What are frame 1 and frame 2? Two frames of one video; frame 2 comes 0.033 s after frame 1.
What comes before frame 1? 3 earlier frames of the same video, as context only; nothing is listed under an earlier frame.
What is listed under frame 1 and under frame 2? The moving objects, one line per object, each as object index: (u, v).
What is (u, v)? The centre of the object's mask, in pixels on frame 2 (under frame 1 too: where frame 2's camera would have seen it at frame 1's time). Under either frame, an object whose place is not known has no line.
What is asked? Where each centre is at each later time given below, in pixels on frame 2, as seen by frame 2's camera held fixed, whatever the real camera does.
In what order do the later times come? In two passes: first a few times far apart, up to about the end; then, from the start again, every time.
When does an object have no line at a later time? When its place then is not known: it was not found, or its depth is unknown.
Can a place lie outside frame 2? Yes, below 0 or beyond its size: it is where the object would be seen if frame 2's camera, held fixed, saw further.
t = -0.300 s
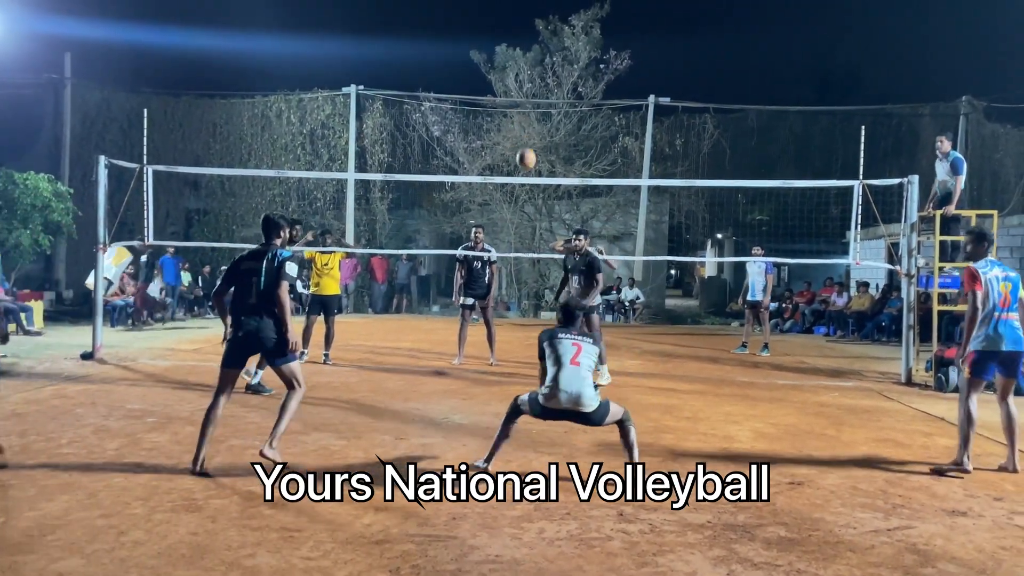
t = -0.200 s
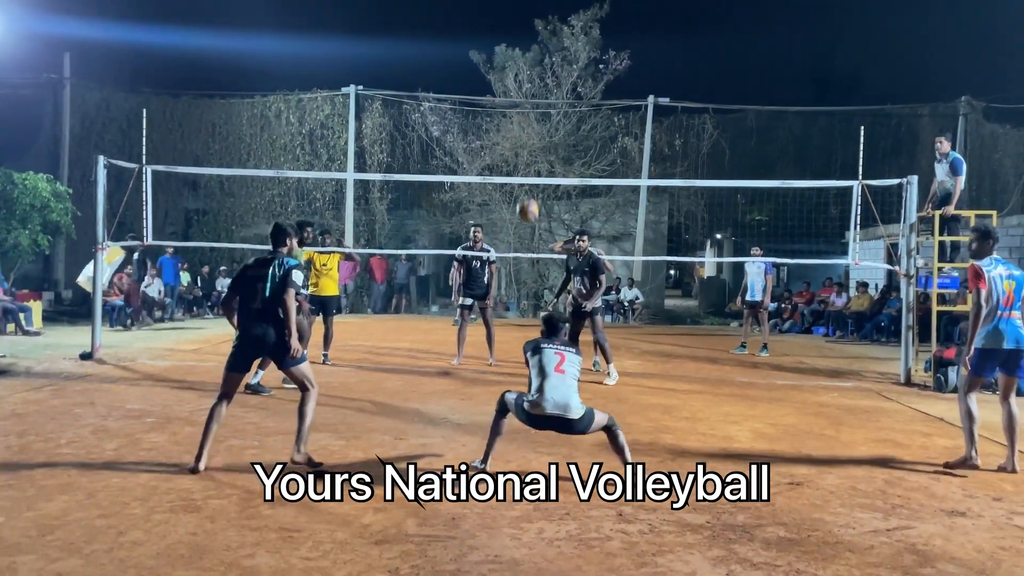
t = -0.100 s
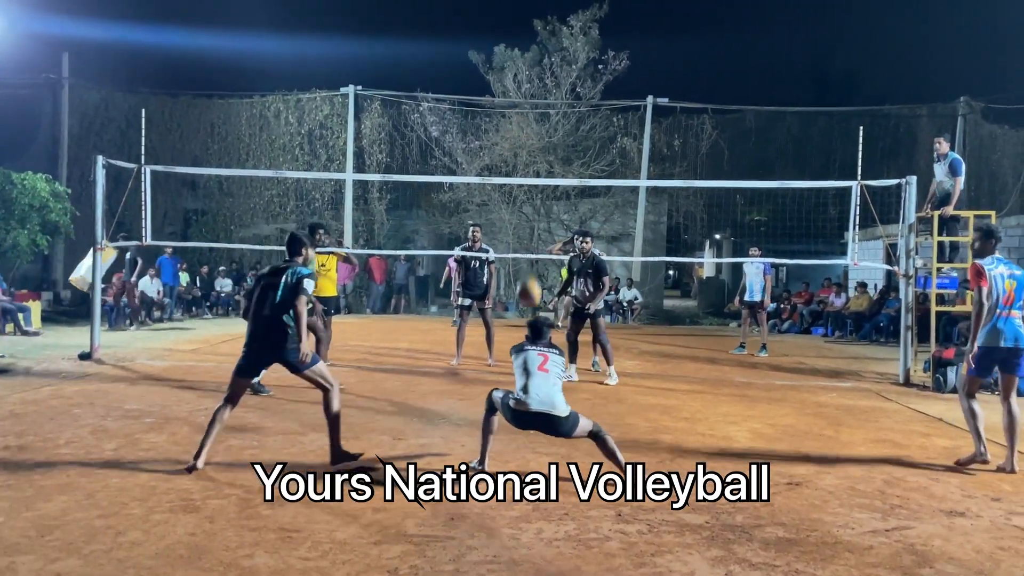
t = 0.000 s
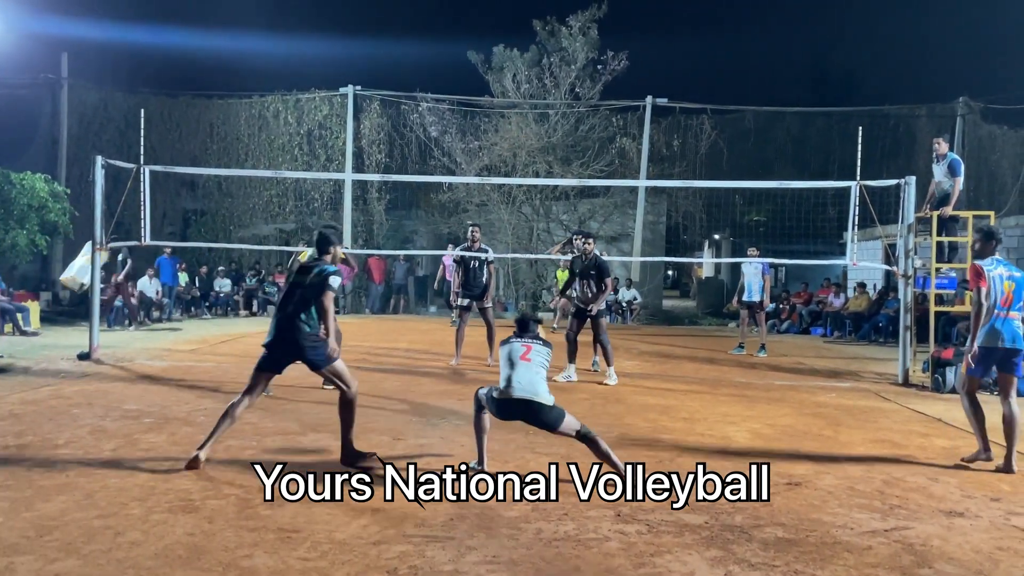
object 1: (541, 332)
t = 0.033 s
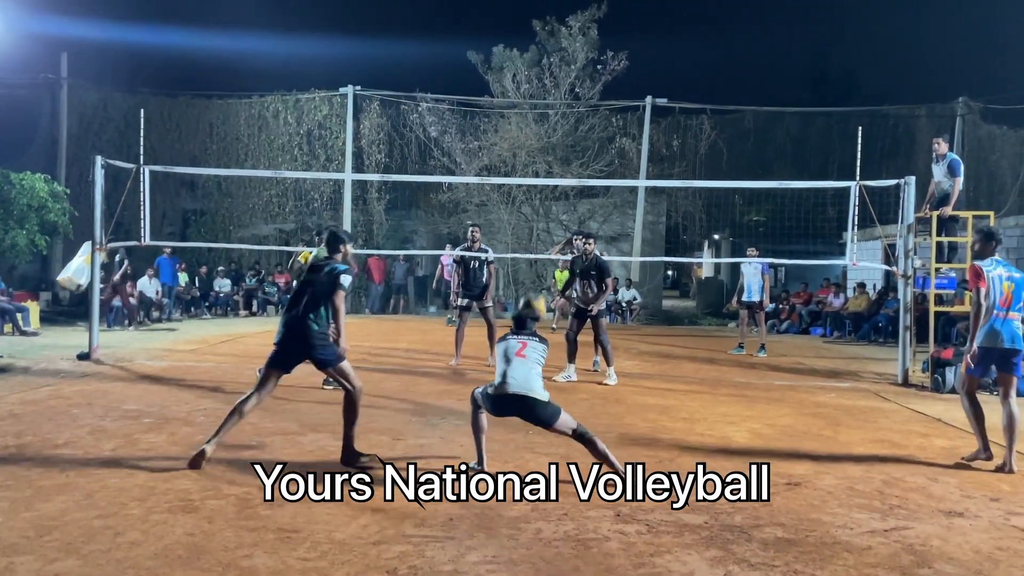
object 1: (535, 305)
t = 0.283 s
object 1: (546, 135)
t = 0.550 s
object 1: (556, 56)
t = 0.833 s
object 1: (563, 63)
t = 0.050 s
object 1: (534, 291)
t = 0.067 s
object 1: (535, 277)
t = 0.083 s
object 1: (536, 264)
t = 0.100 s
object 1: (537, 249)
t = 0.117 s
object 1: (538, 238)
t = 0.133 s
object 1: (539, 226)
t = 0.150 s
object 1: (540, 213)
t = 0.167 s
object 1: (541, 201)
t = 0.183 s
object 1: (541, 191)
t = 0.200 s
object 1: (543, 180)
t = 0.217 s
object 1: (543, 169)
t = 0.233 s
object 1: (544, 159)
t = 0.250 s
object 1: (545, 152)
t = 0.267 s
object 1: (546, 143)
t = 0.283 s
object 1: (546, 135)
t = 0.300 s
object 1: (546, 127)
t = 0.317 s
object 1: (547, 120)
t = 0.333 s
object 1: (548, 114)
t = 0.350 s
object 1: (549, 107)
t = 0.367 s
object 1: (549, 101)
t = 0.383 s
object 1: (550, 94)
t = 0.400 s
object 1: (551, 88)
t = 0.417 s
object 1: (552, 85)
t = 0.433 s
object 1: (552, 79)
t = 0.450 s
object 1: (553, 75)
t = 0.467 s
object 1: (553, 71)
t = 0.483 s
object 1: (554, 66)
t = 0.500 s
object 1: (554, 65)
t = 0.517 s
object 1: (555, 62)
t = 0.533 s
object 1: (556, 59)
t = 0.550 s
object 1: (556, 56)
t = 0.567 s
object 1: (557, 55)
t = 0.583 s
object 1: (557, 53)
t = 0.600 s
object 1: (558, 52)
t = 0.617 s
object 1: (558, 50)
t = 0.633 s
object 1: (559, 49)
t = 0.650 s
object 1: (559, 49)
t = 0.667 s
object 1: (560, 49)
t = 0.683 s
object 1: (560, 49)
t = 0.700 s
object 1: (560, 50)
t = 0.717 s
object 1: (561, 51)
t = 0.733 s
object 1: (561, 52)
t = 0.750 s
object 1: (562, 53)
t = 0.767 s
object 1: (562, 54)
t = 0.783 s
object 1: (563, 56)
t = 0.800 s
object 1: (563, 58)
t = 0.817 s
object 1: (563, 60)
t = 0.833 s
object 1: (563, 63)
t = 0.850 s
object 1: (564, 65)
